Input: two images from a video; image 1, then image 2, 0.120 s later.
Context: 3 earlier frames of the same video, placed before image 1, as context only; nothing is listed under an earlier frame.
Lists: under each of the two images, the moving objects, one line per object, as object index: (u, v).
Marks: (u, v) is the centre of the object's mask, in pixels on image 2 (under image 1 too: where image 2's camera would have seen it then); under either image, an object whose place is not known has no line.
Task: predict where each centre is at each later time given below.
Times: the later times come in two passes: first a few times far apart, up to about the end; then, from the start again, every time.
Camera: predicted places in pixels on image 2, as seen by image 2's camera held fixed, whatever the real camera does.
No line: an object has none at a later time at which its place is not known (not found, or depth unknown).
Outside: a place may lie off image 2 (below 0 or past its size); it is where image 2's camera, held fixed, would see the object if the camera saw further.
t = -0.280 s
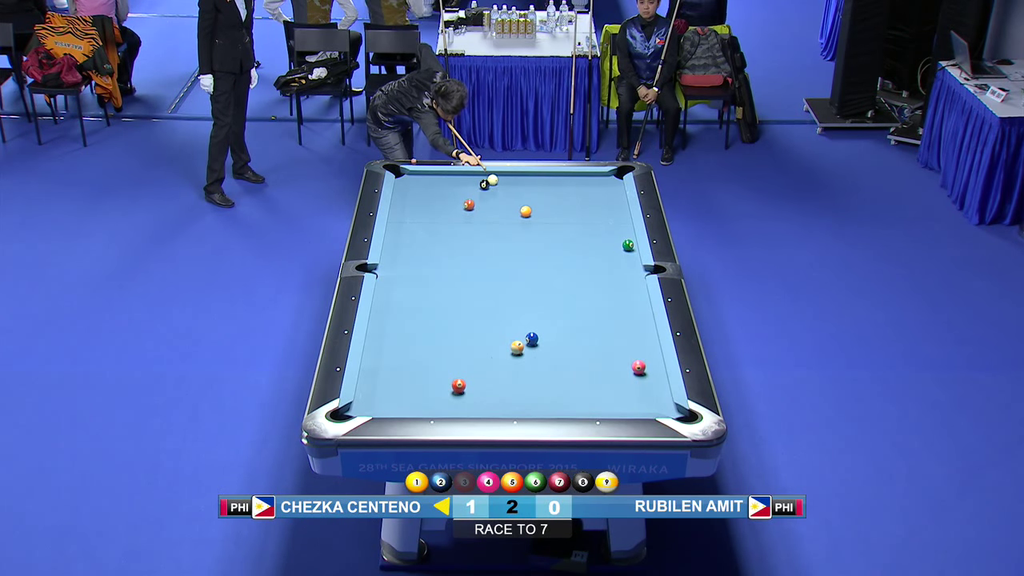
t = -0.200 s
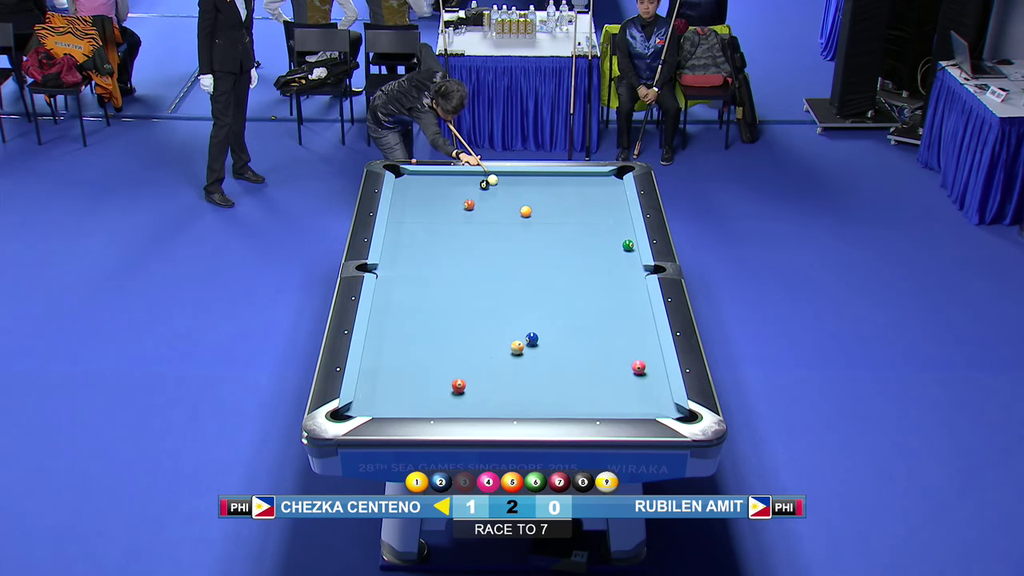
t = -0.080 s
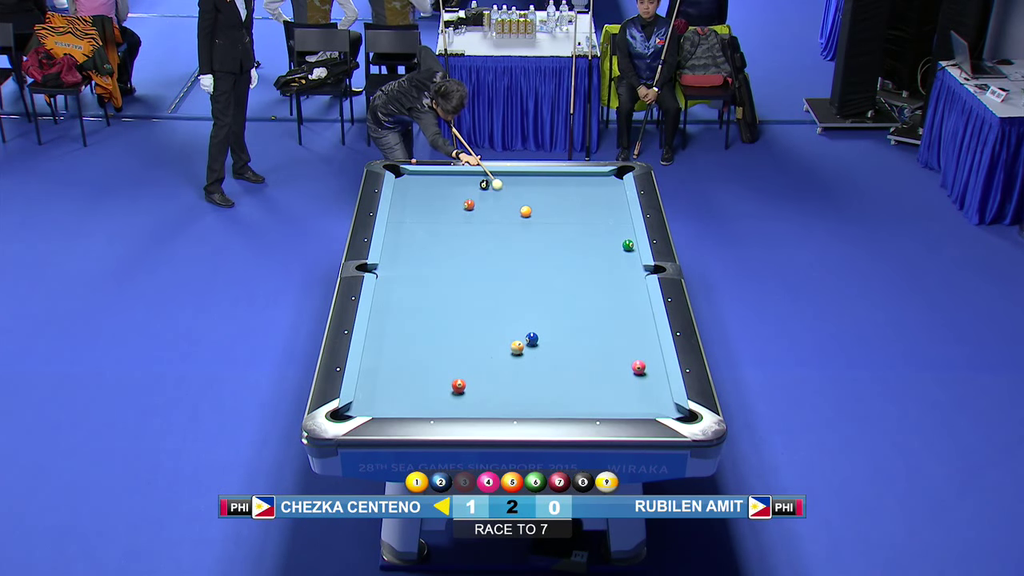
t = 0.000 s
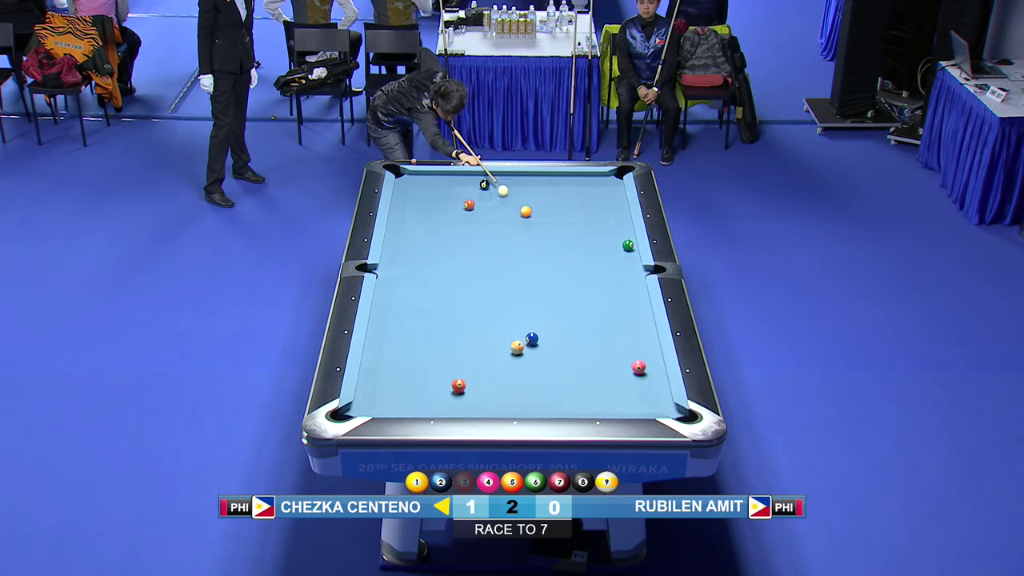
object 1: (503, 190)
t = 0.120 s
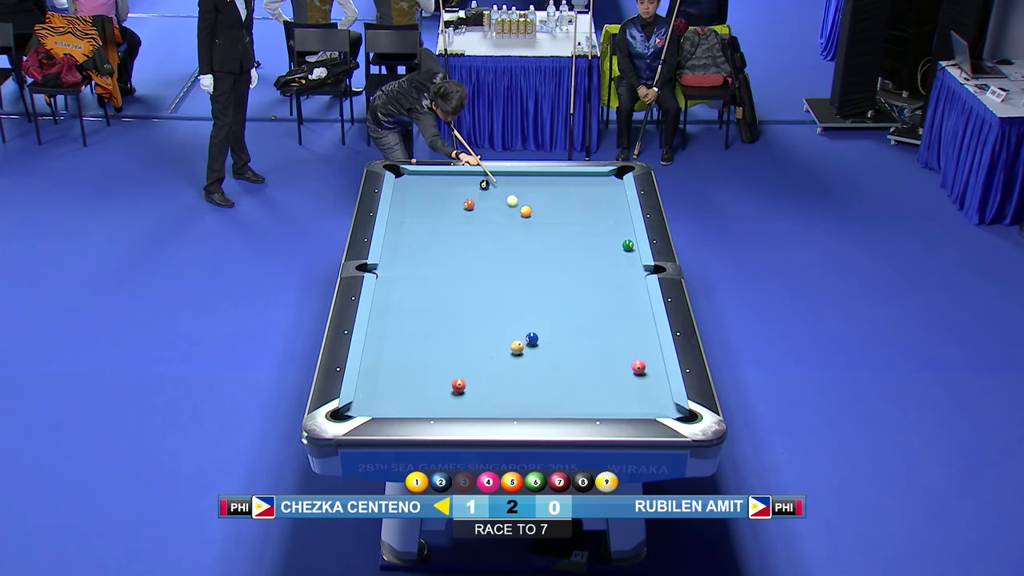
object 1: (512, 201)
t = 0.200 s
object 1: (518, 207)
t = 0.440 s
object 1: (512, 214)
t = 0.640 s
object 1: (508, 221)
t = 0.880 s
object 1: (504, 229)
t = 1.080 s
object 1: (501, 235)
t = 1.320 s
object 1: (497, 243)
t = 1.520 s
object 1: (494, 249)
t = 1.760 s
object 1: (491, 256)
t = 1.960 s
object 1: (488, 262)
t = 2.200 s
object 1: (485, 269)
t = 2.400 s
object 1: (482, 274)
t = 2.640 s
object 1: (480, 280)
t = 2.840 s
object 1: (477, 285)
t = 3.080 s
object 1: (475, 290)
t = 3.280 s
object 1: (473, 294)
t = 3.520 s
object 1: (471, 298)
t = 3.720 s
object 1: (469, 302)
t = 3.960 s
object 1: (467, 306)
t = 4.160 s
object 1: (466, 308)
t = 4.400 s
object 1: (463, 312)
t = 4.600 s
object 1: (462, 314)
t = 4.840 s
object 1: (460, 316)
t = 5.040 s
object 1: (459, 317)
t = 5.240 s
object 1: (458, 318)
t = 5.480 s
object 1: (457, 319)
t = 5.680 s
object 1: (457, 319)
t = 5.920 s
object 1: (457, 319)
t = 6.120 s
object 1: (457, 319)
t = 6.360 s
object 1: (457, 319)
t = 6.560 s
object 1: (457, 319)
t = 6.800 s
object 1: (457, 319)
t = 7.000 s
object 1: (457, 319)
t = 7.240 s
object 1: (457, 319)
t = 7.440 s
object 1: (457, 319)
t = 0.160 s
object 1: (515, 204)
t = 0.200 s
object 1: (518, 207)
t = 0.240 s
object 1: (517, 209)
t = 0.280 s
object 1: (515, 209)
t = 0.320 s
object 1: (514, 210)
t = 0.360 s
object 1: (513, 212)
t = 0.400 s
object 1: (512, 213)
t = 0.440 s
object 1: (512, 214)
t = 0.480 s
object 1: (511, 216)
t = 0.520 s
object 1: (510, 217)
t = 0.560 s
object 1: (510, 218)
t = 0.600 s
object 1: (509, 220)
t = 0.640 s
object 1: (508, 221)
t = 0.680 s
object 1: (507, 222)
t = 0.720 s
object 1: (507, 224)
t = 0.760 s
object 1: (506, 225)
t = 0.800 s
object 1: (505, 226)
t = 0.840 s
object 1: (505, 227)
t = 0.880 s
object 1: (504, 229)
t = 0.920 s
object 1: (503, 230)
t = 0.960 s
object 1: (503, 232)
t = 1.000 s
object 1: (502, 233)
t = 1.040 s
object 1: (501, 234)
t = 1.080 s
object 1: (501, 235)
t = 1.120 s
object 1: (500, 237)
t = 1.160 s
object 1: (499, 238)
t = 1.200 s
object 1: (499, 239)
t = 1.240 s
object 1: (498, 241)
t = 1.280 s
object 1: (498, 242)
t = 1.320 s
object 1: (497, 243)
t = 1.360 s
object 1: (496, 244)
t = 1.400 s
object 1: (496, 245)
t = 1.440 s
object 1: (495, 247)
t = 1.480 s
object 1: (495, 248)
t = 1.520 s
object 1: (494, 249)
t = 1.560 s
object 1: (493, 250)
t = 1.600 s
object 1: (493, 251)
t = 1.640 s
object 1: (492, 253)
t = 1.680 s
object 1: (492, 254)
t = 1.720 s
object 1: (491, 255)
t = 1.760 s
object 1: (491, 256)
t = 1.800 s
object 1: (490, 257)
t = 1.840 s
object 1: (490, 259)
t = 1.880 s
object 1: (489, 260)
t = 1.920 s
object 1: (488, 261)
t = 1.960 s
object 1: (488, 262)
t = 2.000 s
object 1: (487, 263)
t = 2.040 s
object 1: (487, 264)
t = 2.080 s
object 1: (486, 265)
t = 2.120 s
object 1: (486, 266)
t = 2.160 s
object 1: (485, 267)
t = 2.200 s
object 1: (485, 269)
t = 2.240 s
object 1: (484, 270)
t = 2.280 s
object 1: (484, 271)
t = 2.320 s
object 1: (484, 272)
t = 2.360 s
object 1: (483, 273)
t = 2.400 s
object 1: (482, 274)
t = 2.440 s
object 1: (482, 275)
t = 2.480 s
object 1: (481, 276)
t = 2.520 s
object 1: (481, 277)
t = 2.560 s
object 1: (480, 278)
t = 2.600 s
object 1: (480, 279)
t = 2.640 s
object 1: (480, 280)
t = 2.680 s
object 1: (479, 281)
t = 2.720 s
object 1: (479, 282)
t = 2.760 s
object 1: (478, 283)
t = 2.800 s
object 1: (478, 284)
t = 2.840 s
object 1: (477, 285)
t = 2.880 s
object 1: (477, 285)
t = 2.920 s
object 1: (477, 286)
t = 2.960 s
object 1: (476, 287)
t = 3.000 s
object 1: (476, 288)
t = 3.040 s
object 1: (475, 289)
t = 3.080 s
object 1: (475, 290)
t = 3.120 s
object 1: (474, 291)
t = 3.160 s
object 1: (474, 291)
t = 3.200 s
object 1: (474, 292)
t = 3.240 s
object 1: (473, 293)
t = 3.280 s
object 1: (473, 294)
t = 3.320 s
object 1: (472, 295)
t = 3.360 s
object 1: (472, 296)
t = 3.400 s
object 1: (472, 296)
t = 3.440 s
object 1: (471, 297)
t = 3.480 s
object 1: (471, 298)
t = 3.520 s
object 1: (471, 298)
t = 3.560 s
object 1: (470, 299)
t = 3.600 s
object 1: (470, 300)
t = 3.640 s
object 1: (470, 301)
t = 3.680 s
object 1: (469, 302)
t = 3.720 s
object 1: (469, 302)
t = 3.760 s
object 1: (468, 303)
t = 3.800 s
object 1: (468, 304)
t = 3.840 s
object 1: (468, 304)
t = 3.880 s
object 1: (468, 305)
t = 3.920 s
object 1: (467, 306)
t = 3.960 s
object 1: (467, 306)
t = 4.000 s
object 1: (467, 306)
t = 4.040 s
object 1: (466, 307)
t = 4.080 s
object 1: (466, 308)
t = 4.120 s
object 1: (466, 308)
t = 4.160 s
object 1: (466, 308)
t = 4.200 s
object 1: (465, 309)
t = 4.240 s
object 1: (465, 309)
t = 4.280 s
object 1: (464, 310)
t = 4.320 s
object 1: (464, 311)
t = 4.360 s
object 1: (464, 311)
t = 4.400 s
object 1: (463, 312)
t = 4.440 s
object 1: (463, 312)
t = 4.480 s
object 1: (463, 313)
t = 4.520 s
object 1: (463, 313)
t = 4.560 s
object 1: (462, 314)
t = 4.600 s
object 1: (462, 314)
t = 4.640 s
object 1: (462, 314)
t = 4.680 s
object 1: (461, 315)
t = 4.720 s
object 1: (461, 315)
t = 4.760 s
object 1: (461, 315)
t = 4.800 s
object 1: (461, 316)
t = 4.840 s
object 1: (460, 316)
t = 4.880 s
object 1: (460, 316)
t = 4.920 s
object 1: (460, 317)
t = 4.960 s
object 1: (460, 317)
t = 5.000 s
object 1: (460, 317)
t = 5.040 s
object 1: (459, 317)
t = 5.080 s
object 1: (459, 318)
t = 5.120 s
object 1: (459, 318)
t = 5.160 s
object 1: (459, 318)
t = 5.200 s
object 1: (458, 318)
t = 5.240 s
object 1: (458, 318)
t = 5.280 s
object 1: (458, 318)
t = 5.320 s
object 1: (458, 318)
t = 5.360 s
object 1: (458, 318)
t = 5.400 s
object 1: (458, 319)
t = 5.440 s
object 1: (458, 318)
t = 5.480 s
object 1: (457, 319)
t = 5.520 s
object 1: (458, 319)
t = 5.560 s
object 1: (457, 319)
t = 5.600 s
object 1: (457, 319)
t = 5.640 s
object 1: (457, 319)
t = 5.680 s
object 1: (457, 319)
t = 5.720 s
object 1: (457, 319)
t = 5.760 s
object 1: (457, 319)
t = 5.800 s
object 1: (457, 319)
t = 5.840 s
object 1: (457, 319)
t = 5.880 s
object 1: (457, 319)
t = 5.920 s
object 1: (457, 319)
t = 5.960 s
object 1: (457, 319)
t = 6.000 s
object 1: (457, 319)
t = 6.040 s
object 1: (457, 319)
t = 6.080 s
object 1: (457, 319)
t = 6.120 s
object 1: (457, 319)
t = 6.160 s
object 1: (457, 319)
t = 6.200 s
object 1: (457, 319)
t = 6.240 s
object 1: (457, 319)
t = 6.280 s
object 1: (457, 319)
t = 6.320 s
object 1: (457, 319)
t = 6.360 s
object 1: (457, 319)
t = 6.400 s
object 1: (457, 319)
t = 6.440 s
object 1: (457, 319)
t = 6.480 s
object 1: (457, 319)
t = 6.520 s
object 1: (457, 319)
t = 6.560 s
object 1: (457, 319)
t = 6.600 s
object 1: (457, 319)
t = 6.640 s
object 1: (457, 319)
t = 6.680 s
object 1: (457, 319)
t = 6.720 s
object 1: (457, 319)
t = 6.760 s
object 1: (457, 319)
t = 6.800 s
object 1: (457, 319)
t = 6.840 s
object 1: (457, 319)
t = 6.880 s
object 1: (457, 319)
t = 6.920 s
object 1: (457, 319)
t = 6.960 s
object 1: (457, 319)
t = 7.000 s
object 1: (457, 319)
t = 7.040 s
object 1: (457, 319)
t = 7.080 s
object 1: (457, 319)
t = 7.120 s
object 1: (457, 319)
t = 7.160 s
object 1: (457, 319)
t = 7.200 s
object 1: (457, 319)
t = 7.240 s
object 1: (457, 319)
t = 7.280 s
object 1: (457, 319)
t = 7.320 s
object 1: (457, 319)
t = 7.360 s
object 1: (457, 319)
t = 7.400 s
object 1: (457, 319)
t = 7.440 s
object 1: (457, 319)
